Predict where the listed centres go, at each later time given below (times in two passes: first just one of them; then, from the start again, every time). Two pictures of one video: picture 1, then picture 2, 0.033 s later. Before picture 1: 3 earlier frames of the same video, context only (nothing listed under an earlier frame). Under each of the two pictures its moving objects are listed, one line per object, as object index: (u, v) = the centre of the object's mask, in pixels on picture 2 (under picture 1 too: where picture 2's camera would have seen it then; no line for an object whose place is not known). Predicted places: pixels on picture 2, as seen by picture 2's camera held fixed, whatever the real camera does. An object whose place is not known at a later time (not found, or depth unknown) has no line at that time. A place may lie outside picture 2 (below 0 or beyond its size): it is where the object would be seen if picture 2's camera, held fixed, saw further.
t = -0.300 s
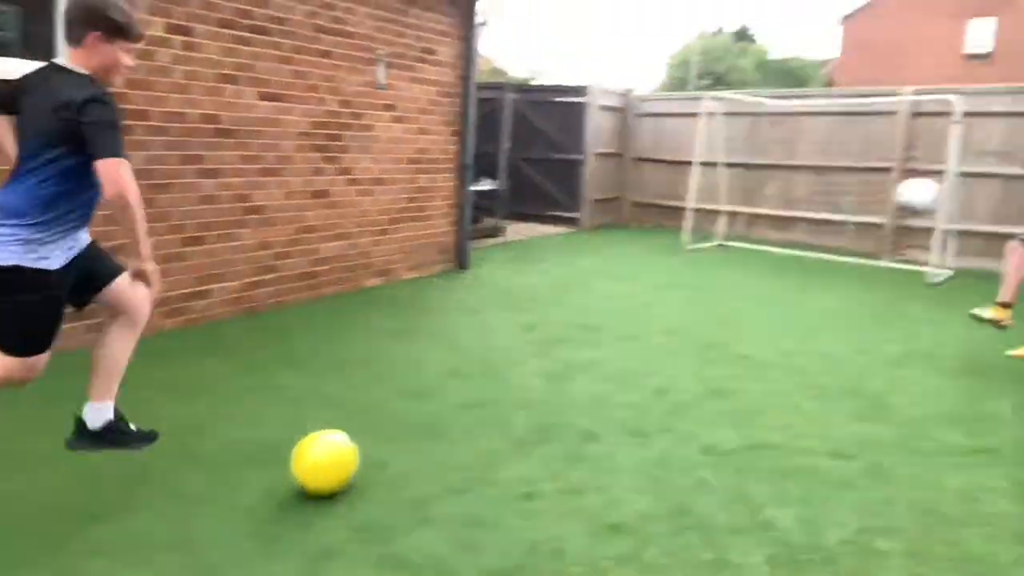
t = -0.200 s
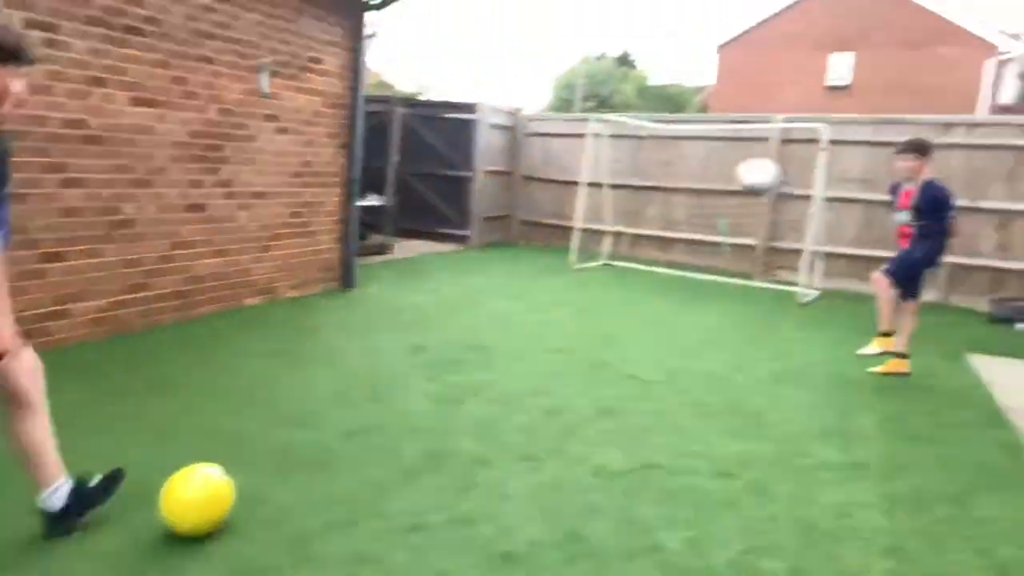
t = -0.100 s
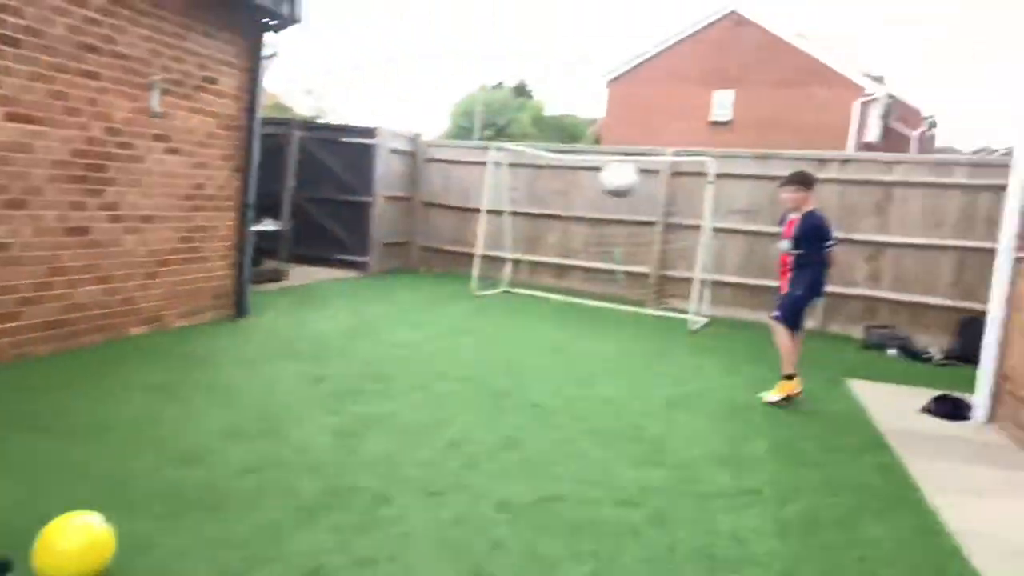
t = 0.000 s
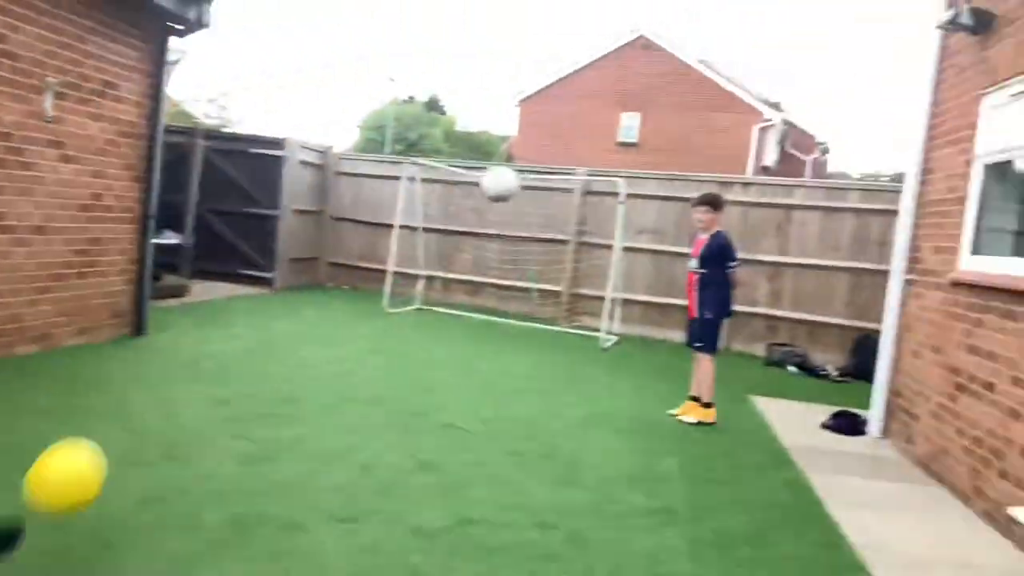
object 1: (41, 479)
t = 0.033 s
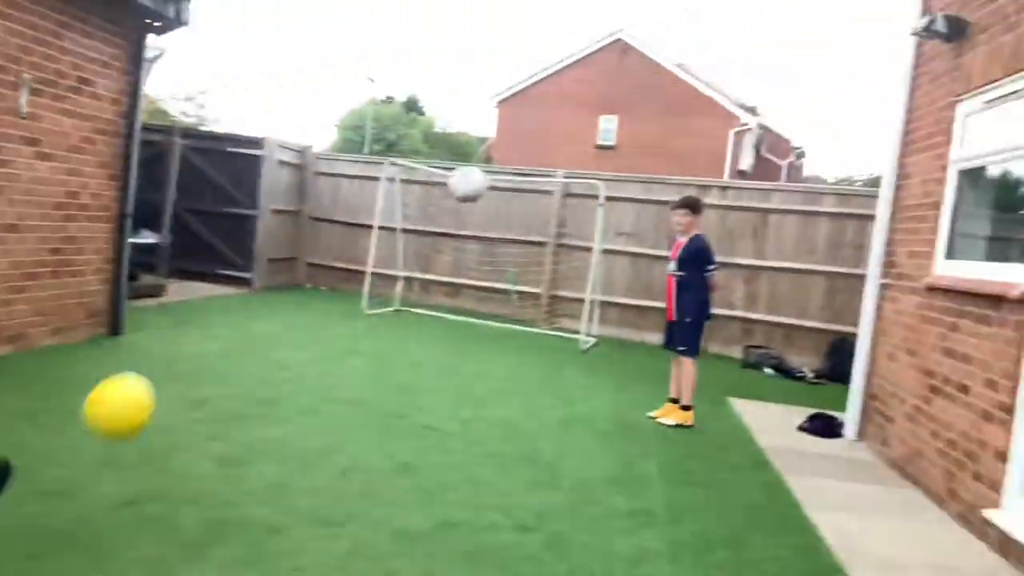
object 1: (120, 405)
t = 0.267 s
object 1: (377, 200)
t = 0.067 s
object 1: (182, 350)
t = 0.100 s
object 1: (231, 307)
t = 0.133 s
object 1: (273, 274)
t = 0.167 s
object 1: (307, 250)
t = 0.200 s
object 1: (334, 229)
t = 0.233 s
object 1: (356, 213)
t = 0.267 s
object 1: (377, 200)
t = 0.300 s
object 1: (394, 193)
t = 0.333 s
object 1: (407, 186)
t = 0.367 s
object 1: (420, 182)
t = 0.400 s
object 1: (429, 180)
